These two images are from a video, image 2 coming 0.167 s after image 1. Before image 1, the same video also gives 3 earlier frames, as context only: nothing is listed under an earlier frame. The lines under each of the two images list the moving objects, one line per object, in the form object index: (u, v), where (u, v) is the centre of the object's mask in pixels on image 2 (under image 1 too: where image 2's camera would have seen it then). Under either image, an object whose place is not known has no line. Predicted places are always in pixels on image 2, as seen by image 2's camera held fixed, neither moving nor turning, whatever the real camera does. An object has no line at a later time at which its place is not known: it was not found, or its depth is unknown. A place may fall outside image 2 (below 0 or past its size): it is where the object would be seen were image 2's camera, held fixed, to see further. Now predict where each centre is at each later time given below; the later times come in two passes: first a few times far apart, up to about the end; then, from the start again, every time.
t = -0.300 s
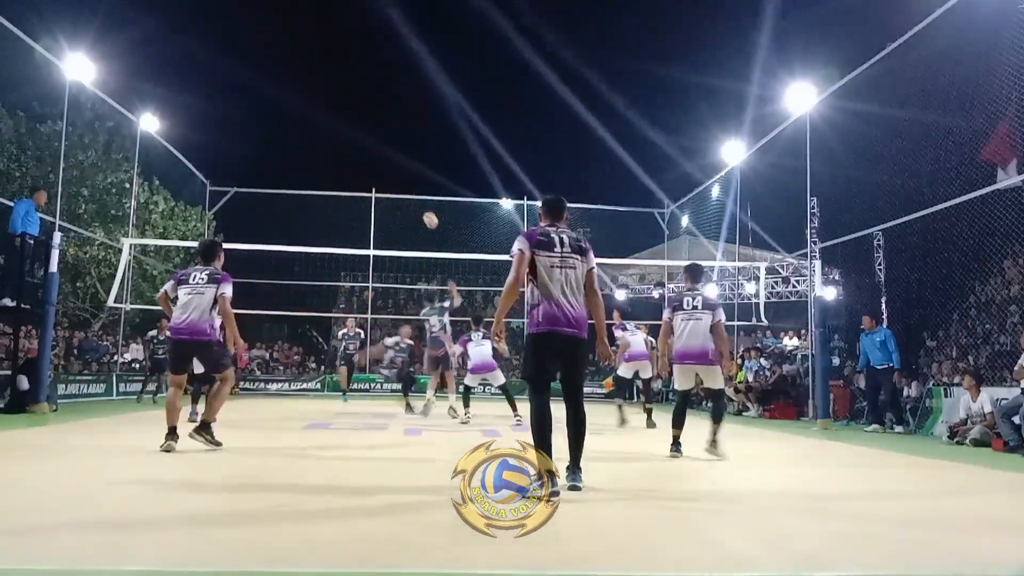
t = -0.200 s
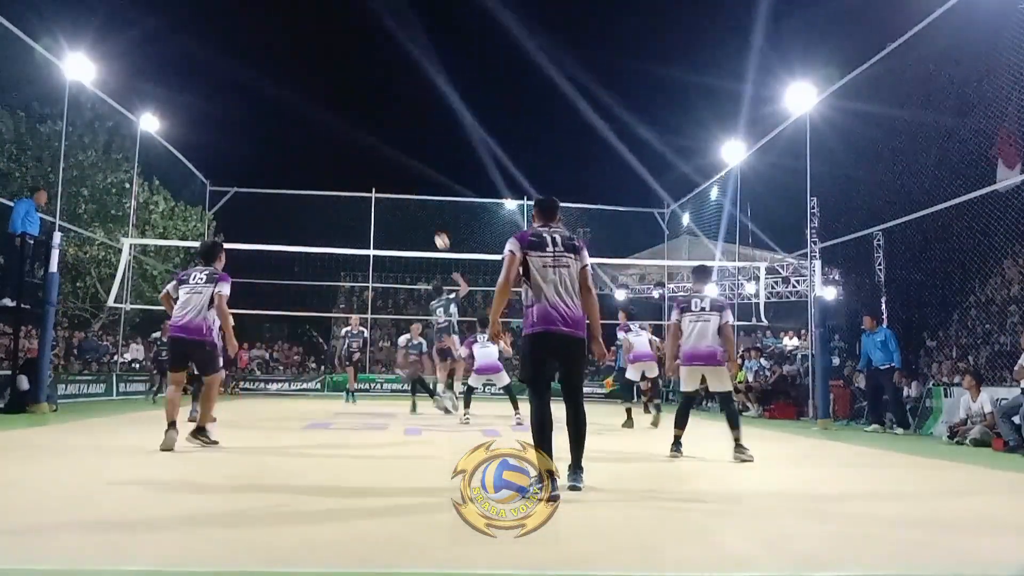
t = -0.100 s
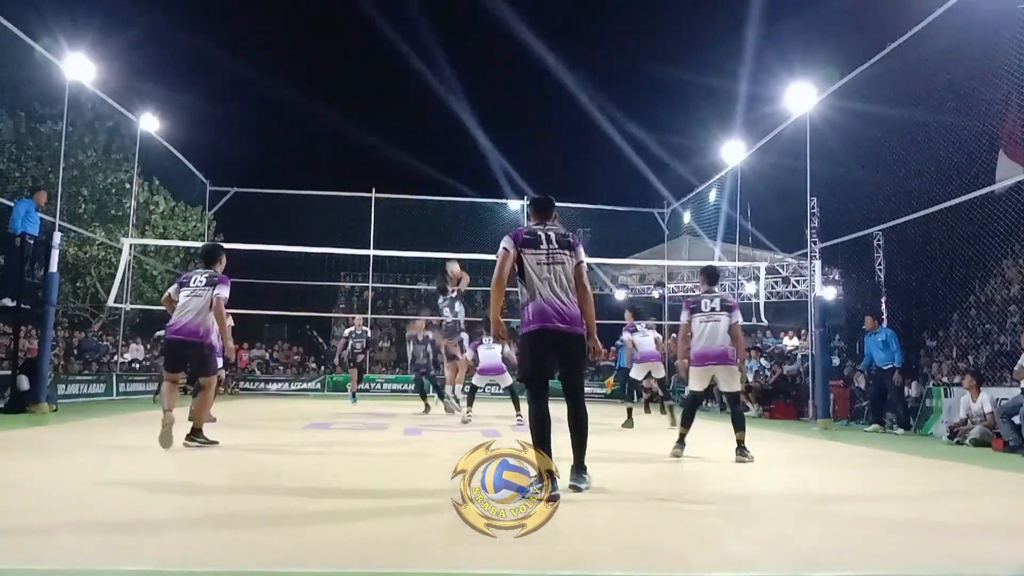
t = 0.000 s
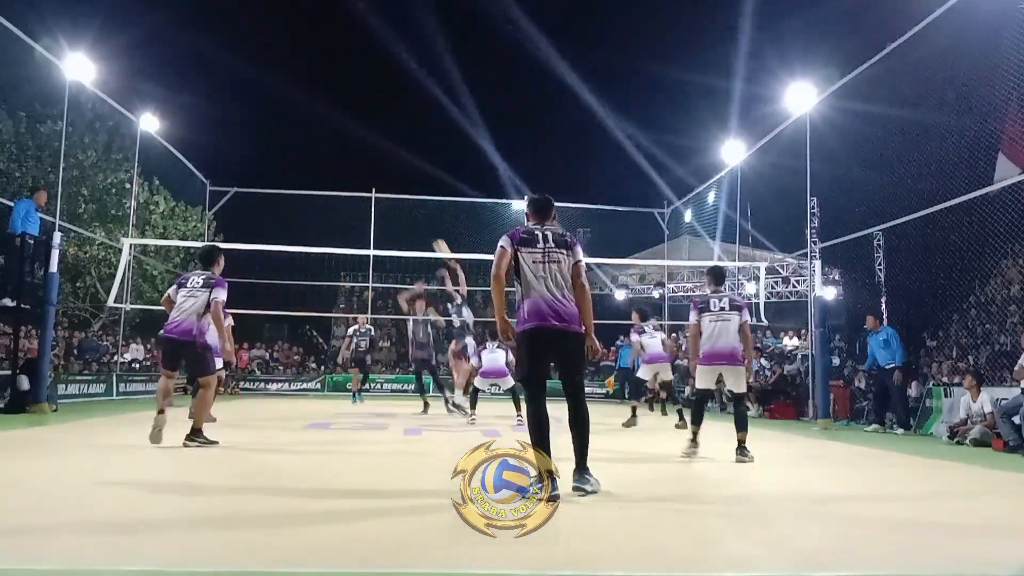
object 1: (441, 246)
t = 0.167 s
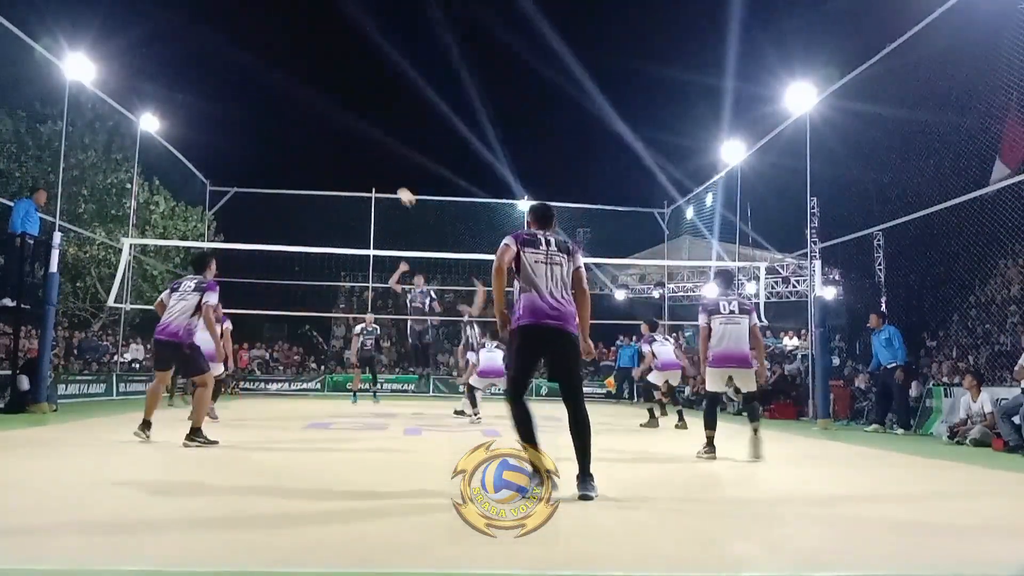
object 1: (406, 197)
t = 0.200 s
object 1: (398, 188)
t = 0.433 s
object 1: (348, 149)
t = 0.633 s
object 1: (305, 141)
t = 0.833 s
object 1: (261, 158)
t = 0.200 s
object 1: (398, 188)
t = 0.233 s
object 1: (392, 181)
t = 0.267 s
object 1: (384, 174)
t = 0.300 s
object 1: (377, 168)
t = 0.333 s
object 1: (370, 162)
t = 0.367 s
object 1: (362, 157)
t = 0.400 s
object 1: (355, 153)
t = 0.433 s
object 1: (348, 149)
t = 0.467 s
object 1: (341, 146)
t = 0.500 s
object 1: (334, 144)
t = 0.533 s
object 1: (326, 142)
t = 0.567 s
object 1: (319, 141)
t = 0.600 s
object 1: (312, 141)
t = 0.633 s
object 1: (305, 141)
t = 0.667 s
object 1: (297, 142)
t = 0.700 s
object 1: (290, 144)
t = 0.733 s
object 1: (282, 147)
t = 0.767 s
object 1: (275, 150)
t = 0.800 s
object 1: (268, 153)
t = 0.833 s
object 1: (261, 158)
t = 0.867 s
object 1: (253, 163)
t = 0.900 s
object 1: (246, 169)
